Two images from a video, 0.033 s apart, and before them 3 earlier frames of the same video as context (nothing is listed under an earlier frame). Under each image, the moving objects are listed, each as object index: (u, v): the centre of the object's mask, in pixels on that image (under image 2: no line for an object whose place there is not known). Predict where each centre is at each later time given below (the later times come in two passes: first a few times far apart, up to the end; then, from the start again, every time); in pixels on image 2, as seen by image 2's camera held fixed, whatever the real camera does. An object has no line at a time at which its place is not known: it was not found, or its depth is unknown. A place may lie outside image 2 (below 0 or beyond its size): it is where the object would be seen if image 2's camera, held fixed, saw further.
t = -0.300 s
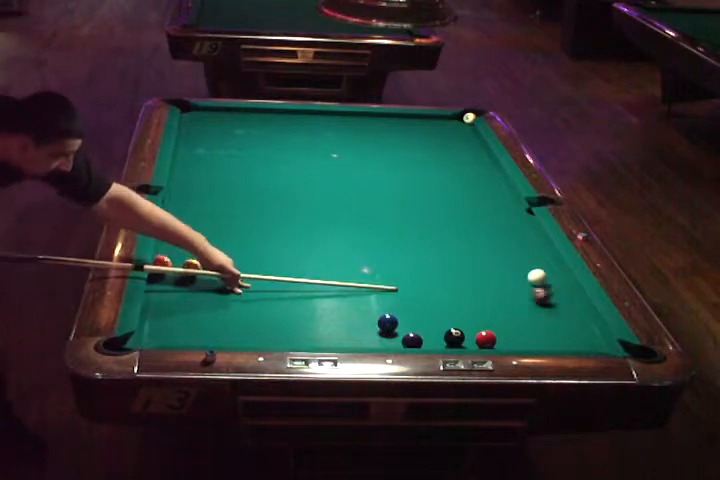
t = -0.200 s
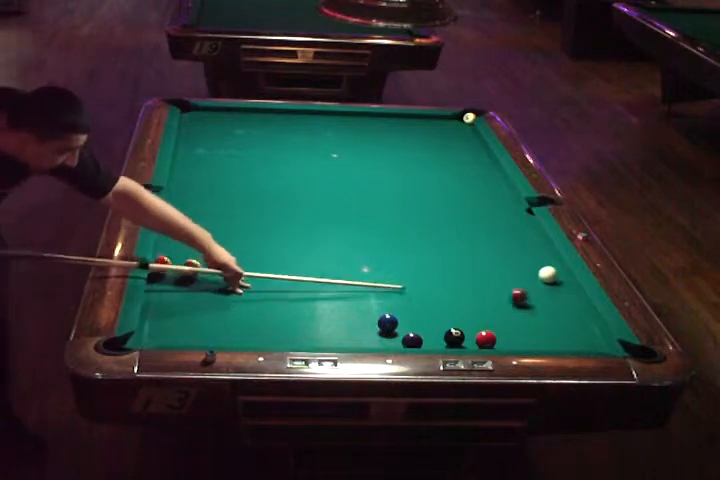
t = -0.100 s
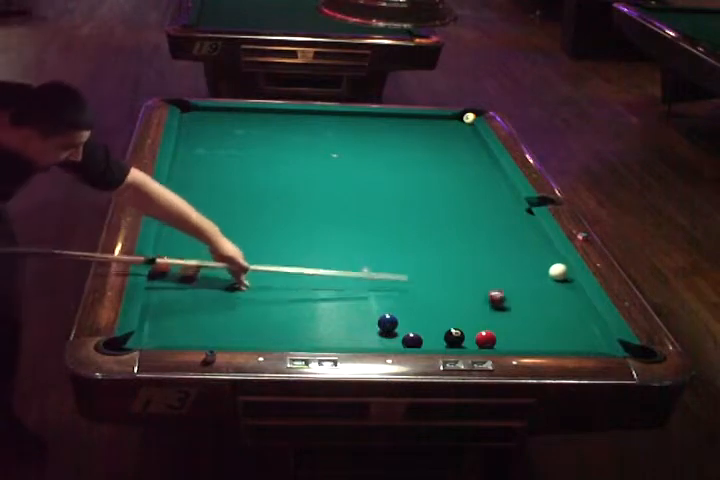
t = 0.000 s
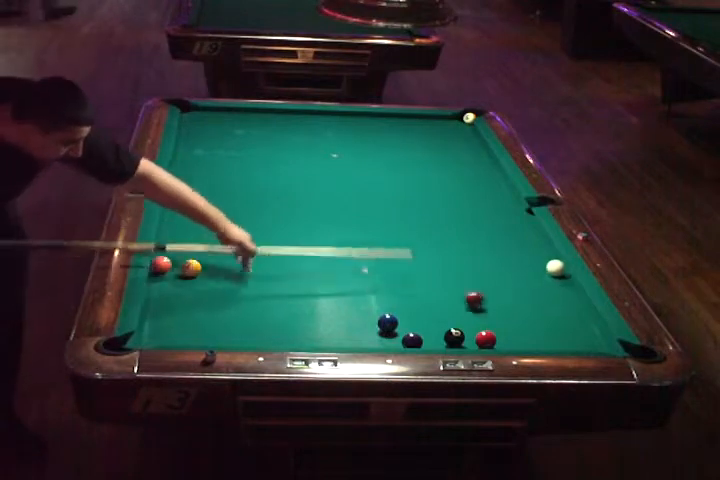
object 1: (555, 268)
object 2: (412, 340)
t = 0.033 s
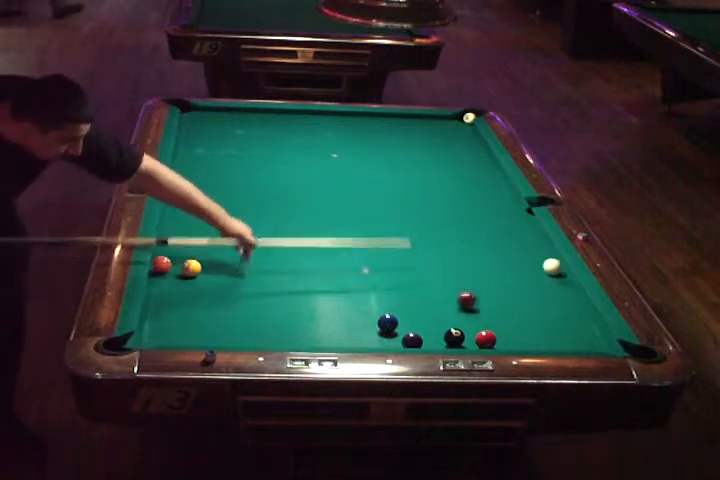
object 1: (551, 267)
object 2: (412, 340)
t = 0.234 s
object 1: (532, 259)
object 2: (412, 340)
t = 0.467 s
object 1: (510, 250)
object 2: (412, 340)
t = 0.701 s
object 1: (490, 242)
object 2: (412, 340)
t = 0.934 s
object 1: (472, 235)
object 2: (412, 340)
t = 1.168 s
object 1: (455, 228)
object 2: (412, 340)
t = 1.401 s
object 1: (439, 222)
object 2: (412, 340)
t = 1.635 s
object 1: (425, 217)
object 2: (412, 340)
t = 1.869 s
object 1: (412, 212)
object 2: (412, 340)
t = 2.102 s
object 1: (400, 207)
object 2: (412, 340)
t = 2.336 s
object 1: (390, 203)
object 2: (412, 340)
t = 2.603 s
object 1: (379, 199)
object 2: (412, 340)
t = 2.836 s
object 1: (371, 196)
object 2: (412, 340)
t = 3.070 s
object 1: (363, 193)
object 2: (412, 340)
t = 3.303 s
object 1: (356, 191)
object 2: (412, 340)
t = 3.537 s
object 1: (350, 189)
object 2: (412, 340)
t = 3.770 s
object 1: (345, 187)
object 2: (412, 340)
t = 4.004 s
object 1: (341, 186)
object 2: (412, 340)
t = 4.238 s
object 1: (337, 184)
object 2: (418, 340)
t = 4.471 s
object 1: (335, 184)
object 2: (424, 340)
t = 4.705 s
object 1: (333, 183)
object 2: (427, 340)
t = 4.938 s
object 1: (332, 183)
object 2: (429, 340)
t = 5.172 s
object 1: (332, 183)
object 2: (430, 340)
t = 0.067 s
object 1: (548, 265)
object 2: (412, 340)
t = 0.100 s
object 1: (545, 264)
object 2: (412, 340)
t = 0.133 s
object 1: (542, 263)
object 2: (412, 340)
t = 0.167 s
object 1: (538, 261)
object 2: (412, 340)
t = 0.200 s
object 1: (535, 260)
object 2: (412, 340)
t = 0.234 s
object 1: (532, 259)
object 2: (412, 340)
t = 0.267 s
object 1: (529, 258)
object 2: (412, 340)
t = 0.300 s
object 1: (525, 256)
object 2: (412, 340)
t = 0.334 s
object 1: (522, 255)
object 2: (412, 340)
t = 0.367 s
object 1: (519, 254)
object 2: (412, 340)
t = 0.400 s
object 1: (516, 253)
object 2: (412, 340)
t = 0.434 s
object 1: (513, 251)
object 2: (412, 340)
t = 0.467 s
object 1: (510, 250)
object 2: (412, 340)
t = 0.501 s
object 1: (507, 249)
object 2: (412, 340)
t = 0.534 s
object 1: (504, 248)
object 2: (412, 340)
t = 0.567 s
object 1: (501, 247)
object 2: (412, 340)
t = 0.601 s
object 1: (498, 245)
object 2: (412, 340)
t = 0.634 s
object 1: (496, 245)
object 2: (412, 340)
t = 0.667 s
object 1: (493, 243)
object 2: (412, 340)
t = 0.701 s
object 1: (490, 242)
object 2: (412, 340)
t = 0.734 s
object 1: (487, 241)
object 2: (412, 340)
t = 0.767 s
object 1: (485, 240)
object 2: (412, 340)
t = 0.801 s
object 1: (482, 239)
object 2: (412, 340)
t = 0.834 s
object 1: (479, 238)
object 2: (412, 340)
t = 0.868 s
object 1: (477, 237)
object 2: (412, 340)
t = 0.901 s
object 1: (474, 236)
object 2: (412, 340)
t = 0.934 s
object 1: (472, 235)
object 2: (412, 340)
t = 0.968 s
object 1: (469, 234)
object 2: (412, 340)
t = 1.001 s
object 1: (466, 233)
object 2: (412, 340)
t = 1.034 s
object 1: (464, 232)
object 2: (412, 340)
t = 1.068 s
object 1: (462, 231)
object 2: (412, 340)
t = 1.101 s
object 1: (459, 230)
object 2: (412, 340)
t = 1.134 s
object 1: (457, 229)
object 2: (412, 340)
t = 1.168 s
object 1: (455, 228)
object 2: (412, 340)
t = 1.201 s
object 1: (452, 227)
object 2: (412, 340)
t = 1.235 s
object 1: (450, 227)
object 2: (412, 340)
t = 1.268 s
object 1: (448, 226)
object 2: (412, 340)
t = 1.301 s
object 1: (446, 225)
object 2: (412, 340)
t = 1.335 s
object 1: (444, 224)
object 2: (412, 340)
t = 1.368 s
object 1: (441, 223)
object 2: (412, 340)
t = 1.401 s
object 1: (439, 222)
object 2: (412, 340)
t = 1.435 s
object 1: (437, 221)
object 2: (412, 340)
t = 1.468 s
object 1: (435, 221)
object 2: (412, 340)
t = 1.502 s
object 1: (433, 220)
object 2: (412, 340)
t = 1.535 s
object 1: (431, 219)
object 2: (412, 340)
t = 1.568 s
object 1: (429, 218)
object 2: (412, 340)
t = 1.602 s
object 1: (427, 217)
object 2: (412, 340)
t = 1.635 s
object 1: (425, 217)
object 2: (412, 340)
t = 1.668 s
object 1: (423, 216)
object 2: (412, 340)
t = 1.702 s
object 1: (422, 215)
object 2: (412, 340)
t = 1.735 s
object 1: (420, 215)
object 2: (412, 340)
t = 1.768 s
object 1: (418, 214)
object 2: (412, 340)
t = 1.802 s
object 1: (416, 213)
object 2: (412, 340)
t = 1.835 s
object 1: (414, 212)
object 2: (412, 340)
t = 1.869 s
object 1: (412, 212)
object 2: (412, 340)
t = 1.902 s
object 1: (411, 211)
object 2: (412, 340)
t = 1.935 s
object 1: (409, 210)
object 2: (412, 340)
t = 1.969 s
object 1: (407, 210)
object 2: (412, 340)
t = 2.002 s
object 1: (405, 209)
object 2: (412, 340)
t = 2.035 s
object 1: (404, 208)
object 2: (412, 340)
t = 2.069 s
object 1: (402, 208)
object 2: (412, 340)
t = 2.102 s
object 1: (400, 207)
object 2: (412, 340)
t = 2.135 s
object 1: (399, 207)
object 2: (412, 340)
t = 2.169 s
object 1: (397, 206)
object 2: (412, 340)
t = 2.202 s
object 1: (396, 205)
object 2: (412, 340)
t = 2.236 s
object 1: (394, 205)
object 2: (412, 340)
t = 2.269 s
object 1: (393, 204)
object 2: (412, 340)
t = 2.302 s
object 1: (391, 204)
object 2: (412, 340)
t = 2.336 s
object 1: (390, 203)
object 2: (412, 340)
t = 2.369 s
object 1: (388, 203)
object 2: (412, 340)
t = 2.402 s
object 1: (387, 202)
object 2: (412, 340)
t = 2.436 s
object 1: (386, 201)
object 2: (412, 340)
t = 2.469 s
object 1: (384, 201)
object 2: (412, 340)
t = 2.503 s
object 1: (383, 201)
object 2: (412, 340)
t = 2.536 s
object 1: (382, 200)
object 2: (412, 340)
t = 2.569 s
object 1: (380, 200)
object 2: (412, 340)
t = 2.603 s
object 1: (379, 199)
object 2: (412, 340)
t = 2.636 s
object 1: (378, 199)
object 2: (412, 340)
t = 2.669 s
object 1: (376, 198)
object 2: (412, 340)
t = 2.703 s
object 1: (375, 198)
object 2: (412, 340)
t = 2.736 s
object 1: (374, 197)
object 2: (412, 340)
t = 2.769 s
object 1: (373, 197)
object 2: (412, 340)
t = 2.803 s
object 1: (372, 196)
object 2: (412, 340)
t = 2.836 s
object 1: (371, 196)
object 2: (412, 340)
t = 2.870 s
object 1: (369, 195)
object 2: (412, 340)
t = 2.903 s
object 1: (368, 195)
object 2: (412, 340)
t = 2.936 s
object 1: (367, 195)
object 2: (412, 340)
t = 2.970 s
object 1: (366, 194)
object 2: (412, 340)
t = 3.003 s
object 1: (365, 194)
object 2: (412, 340)
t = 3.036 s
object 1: (364, 193)
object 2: (412, 340)
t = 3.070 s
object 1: (363, 193)
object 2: (412, 340)
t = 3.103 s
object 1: (362, 192)
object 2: (412, 340)
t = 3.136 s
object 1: (361, 192)
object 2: (412, 340)
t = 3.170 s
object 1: (360, 192)
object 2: (412, 340)
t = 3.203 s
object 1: (359, 192)
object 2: (412, 340)
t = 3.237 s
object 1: (358, 191)
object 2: (412, 340)
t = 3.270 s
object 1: (357, 191)
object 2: (412, 340)
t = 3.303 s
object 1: (356, 191)
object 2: (412, 340)
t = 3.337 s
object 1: (355, 190)
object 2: (412, 340)
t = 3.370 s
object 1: (354, 190)
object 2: (412, 340)
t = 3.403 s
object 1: (353, 190)
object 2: (412, 340)
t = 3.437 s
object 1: (353, 189)
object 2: (412, 340)
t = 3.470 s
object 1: (352, 189)
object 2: (412, 340)
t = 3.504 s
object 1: (351, 189)
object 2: (412, 340)
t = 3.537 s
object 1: (350, 189)
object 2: (412, 340)
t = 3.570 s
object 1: (349, 188)
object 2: (412, 340)
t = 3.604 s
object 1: (349, 188)
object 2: (412, 340)
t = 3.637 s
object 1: (348, 188)
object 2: (412, 340)
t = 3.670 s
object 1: (347, 188)
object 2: (412, 340)
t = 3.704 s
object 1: (346, 188)
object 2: (412, 340)
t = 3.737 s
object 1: (346, 187)
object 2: (412, 340)
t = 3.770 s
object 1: (345, 187)
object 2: (412, 340)
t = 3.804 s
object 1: (344, 187)
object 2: (412, 340)
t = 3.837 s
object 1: (344, 187)
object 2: (412, 340)
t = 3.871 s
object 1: (343, 186)
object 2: (412, 340)
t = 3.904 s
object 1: (343, 186)
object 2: (412, 340)
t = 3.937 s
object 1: (342, 186)
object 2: (412, 340)
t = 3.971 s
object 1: (341, 186)
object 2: (412, 340)
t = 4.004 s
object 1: (341, 186)
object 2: (412, 340)
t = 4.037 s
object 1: (340, 185)
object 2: (413, 340)
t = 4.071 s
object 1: (340, 185)
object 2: (414, 340)
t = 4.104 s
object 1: (339, 185)
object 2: (415, 340)
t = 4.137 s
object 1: (339, 185)
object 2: (416, 340)
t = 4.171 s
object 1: (338, 185)
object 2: (417, 340)
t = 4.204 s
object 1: (338, 184)
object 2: (418, 340)
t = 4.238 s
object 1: (337, 184)
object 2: (418, 340)
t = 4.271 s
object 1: (337, 184)
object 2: (419, 340)
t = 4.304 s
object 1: (336, 184)
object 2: (420, 340)
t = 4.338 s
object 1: (336, 184)
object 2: (421, 340)
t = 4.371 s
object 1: (336, 184)
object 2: (422, 340)
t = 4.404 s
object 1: (335, 184)
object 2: (423, 340)
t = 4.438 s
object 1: (335, 184)
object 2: (424, 340)
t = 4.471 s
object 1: (335, 184)
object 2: (424, 340)
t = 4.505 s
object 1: (335, 184)
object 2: (425, 340)
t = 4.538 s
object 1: (334, 184)
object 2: (425, 340)
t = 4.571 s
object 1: (334, 183)
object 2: (425, 340)
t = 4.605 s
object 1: (334, 183)
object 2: (426, 340)
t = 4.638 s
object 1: (333, 183)
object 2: (427, 340)
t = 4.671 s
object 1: (333, 183)
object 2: (427, 340)
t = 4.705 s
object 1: (333, 183)
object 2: (427, 340)
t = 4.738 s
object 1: (333, 183)
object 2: (428, 340)
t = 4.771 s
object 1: (332, 183)
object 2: (428, 340)
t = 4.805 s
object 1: (332, 183)
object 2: (428, 340)
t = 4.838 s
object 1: (332, 183)
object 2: (429, 340)
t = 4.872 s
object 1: (332, 183)
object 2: (429, 340)
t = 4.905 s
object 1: (332, 183)
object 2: (429, 340)
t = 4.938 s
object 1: (332, 183)
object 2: (429, 340)
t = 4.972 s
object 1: (332, 183)
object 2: (429, 340)
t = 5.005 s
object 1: (332, 183)
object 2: (430, 340)
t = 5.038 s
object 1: (332, 183)
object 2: (430, 340)
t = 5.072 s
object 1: (332, 183)
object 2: (430, 340)
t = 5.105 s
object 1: (332, 183)
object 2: (430, 340)
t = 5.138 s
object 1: (332, 183)
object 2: (430, 340)
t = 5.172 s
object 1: (332, 183)
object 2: (430, 340)
